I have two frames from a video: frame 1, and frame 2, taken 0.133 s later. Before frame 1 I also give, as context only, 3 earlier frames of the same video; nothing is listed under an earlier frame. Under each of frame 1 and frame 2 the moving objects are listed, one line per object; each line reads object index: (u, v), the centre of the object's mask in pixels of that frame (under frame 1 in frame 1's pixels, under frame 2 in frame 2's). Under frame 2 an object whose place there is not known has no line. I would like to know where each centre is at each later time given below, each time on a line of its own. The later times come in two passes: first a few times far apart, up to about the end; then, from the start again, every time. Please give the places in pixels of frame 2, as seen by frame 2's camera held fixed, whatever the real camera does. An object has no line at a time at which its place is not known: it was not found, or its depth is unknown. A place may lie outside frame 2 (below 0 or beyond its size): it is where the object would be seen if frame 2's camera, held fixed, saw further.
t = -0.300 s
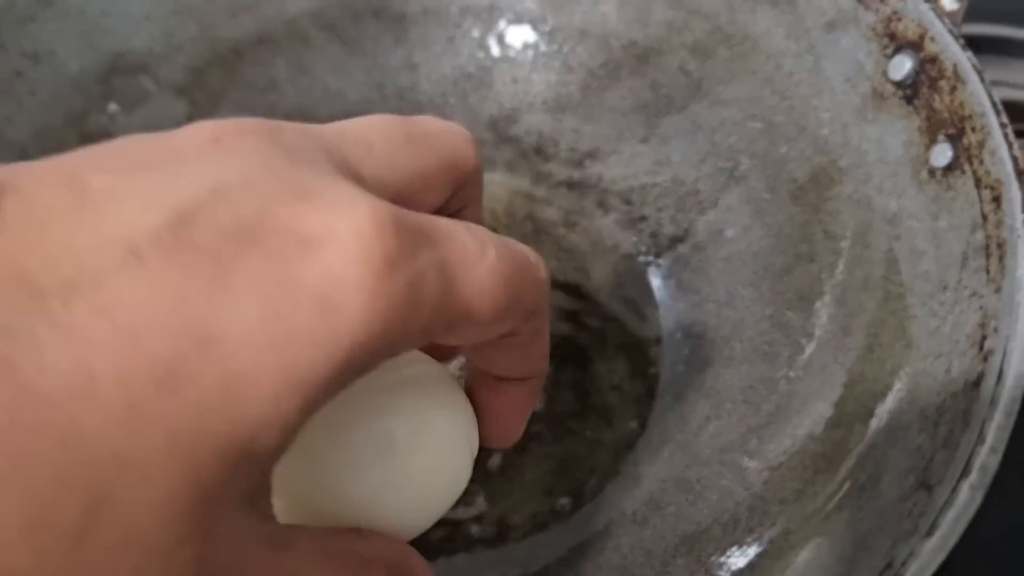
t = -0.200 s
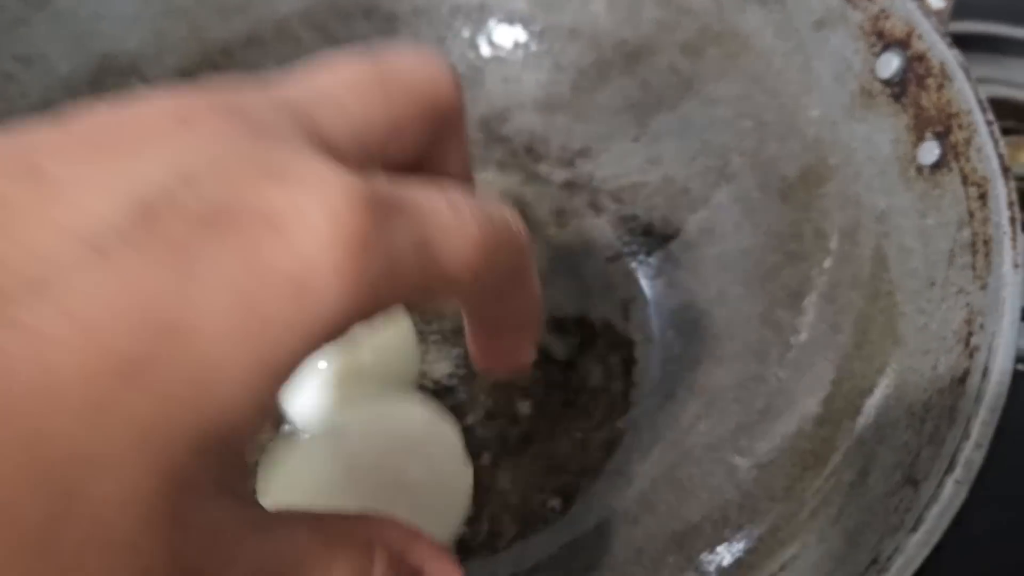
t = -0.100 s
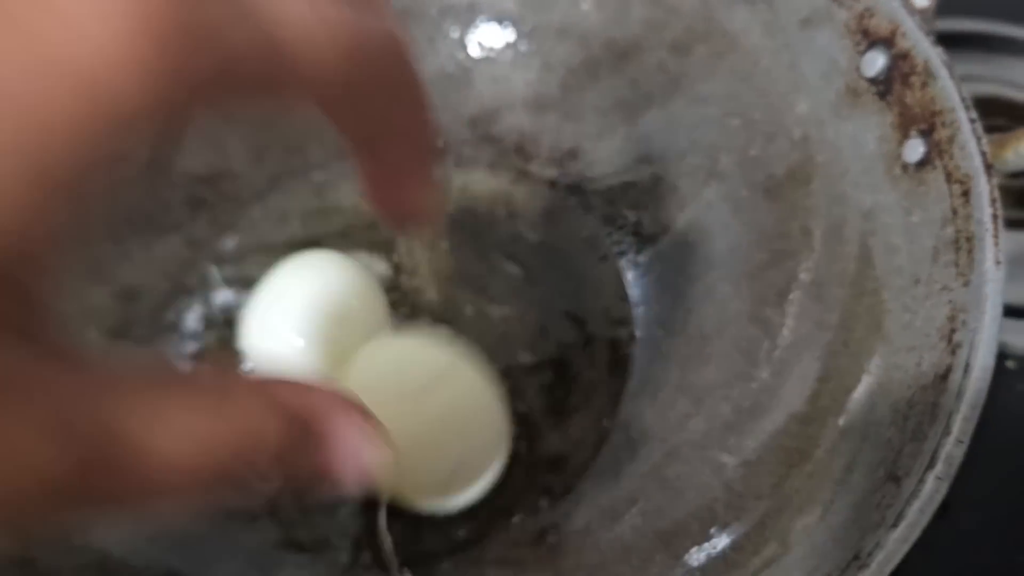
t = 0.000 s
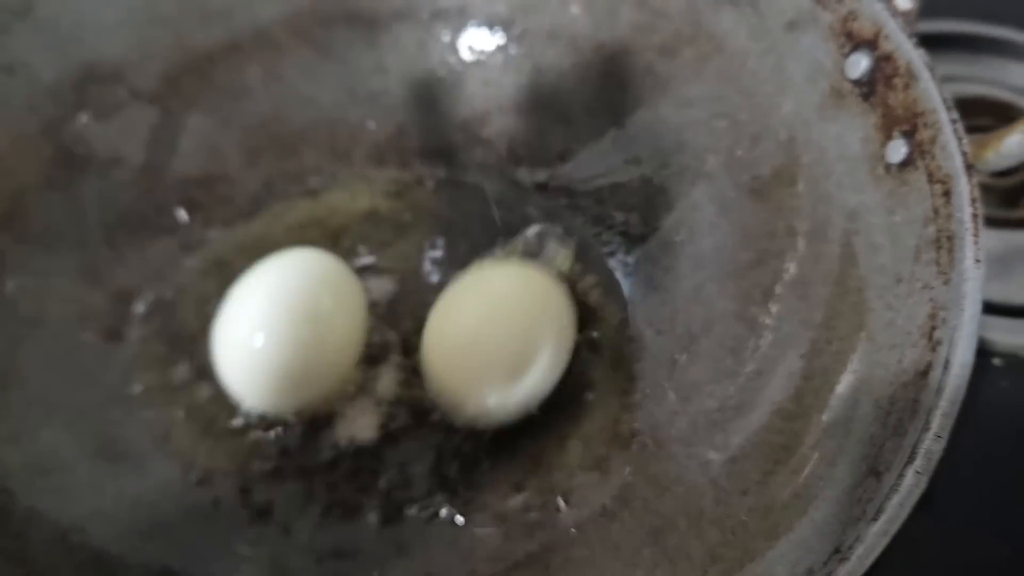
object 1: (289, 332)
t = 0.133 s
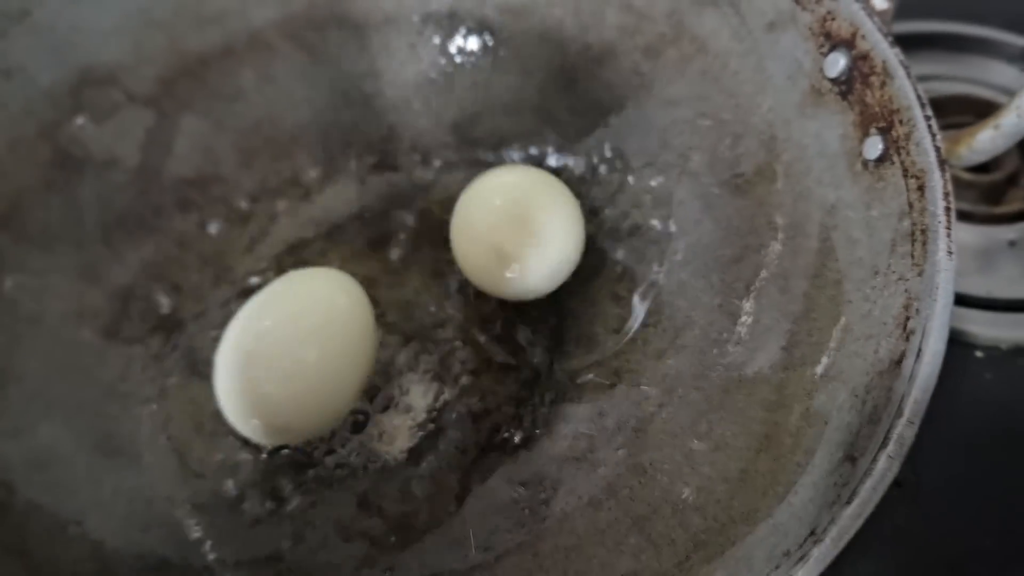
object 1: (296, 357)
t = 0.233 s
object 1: (325, 352)
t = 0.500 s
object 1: (302, 357)
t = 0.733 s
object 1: (313, 362)
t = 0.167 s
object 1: (307, 356)
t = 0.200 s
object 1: (317, 353)
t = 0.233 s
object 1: (325, 352)
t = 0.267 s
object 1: (329, 353)
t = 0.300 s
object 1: (330, 354)
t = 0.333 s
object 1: (327, 359)
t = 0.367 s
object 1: (321, 363)
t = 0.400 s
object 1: (314, 365)
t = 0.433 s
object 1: (310, 360)
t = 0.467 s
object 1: (306, 358)
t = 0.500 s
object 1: (302, 357)
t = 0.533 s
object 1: (301, 356)
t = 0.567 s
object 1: (301, 355)
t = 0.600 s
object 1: (302, 355)
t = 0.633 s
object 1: (304, 356)
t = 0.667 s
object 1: (307, 359)
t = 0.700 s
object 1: (310, 361)
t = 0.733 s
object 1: (313, 362)
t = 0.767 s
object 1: (315, 363)
